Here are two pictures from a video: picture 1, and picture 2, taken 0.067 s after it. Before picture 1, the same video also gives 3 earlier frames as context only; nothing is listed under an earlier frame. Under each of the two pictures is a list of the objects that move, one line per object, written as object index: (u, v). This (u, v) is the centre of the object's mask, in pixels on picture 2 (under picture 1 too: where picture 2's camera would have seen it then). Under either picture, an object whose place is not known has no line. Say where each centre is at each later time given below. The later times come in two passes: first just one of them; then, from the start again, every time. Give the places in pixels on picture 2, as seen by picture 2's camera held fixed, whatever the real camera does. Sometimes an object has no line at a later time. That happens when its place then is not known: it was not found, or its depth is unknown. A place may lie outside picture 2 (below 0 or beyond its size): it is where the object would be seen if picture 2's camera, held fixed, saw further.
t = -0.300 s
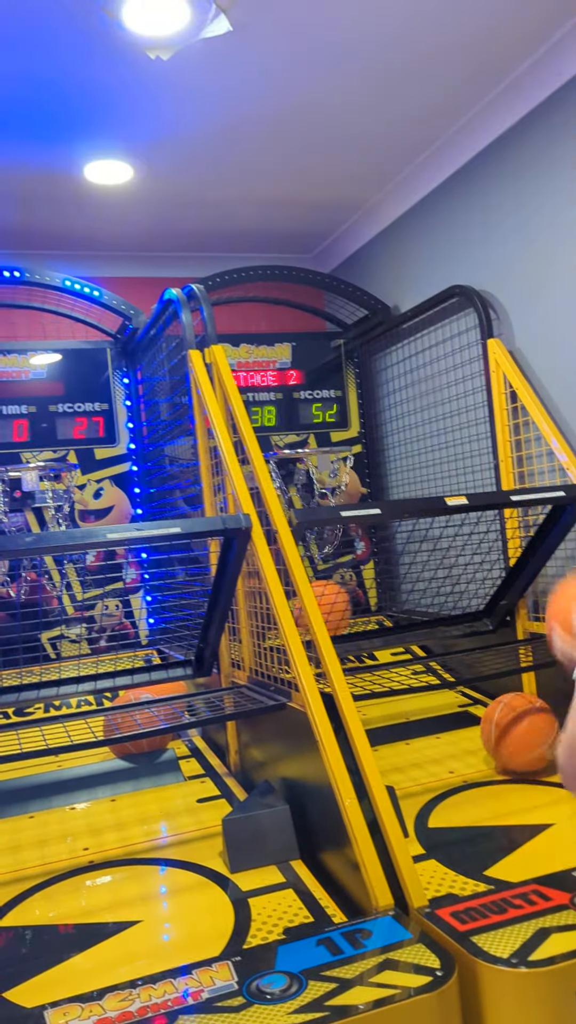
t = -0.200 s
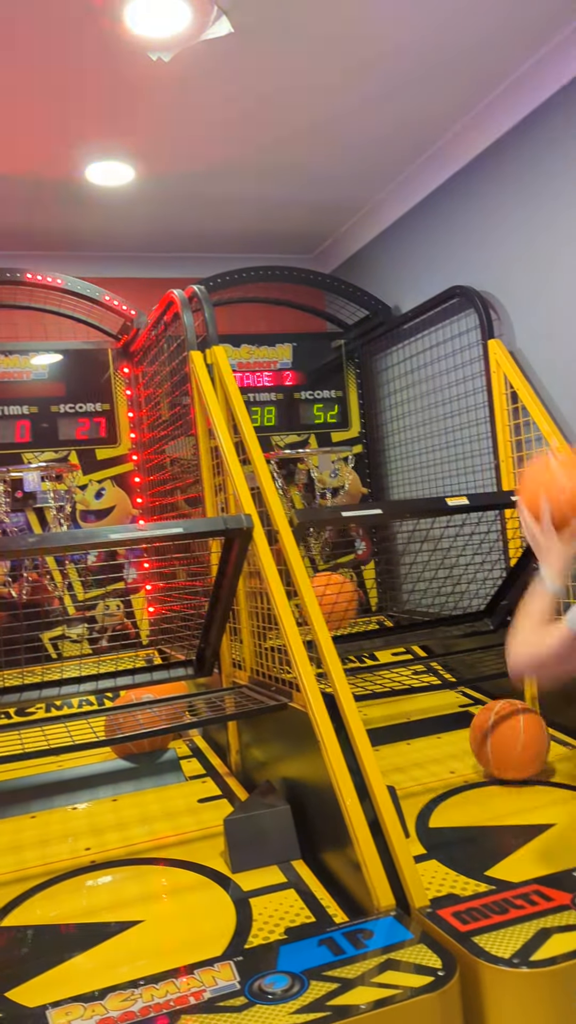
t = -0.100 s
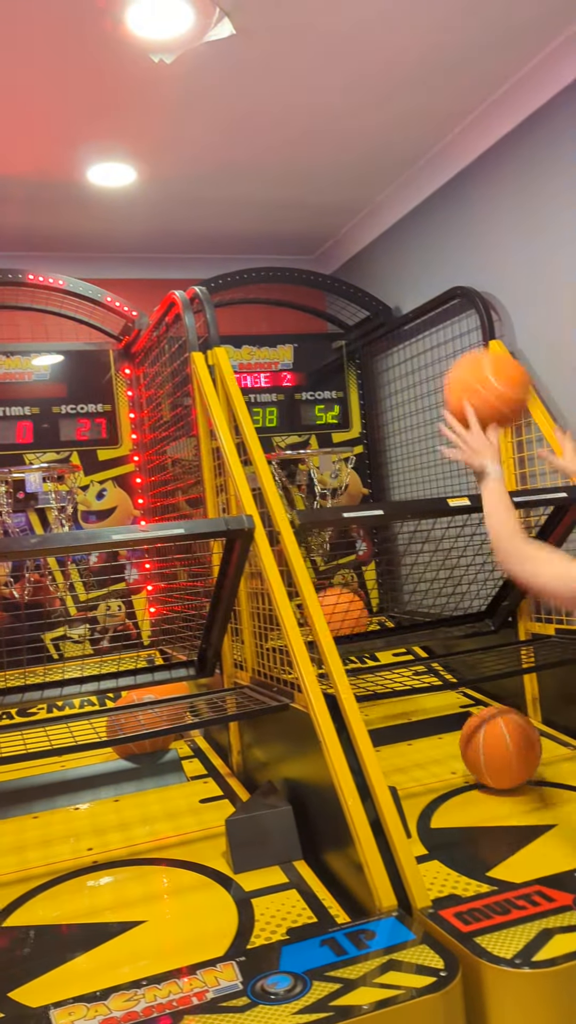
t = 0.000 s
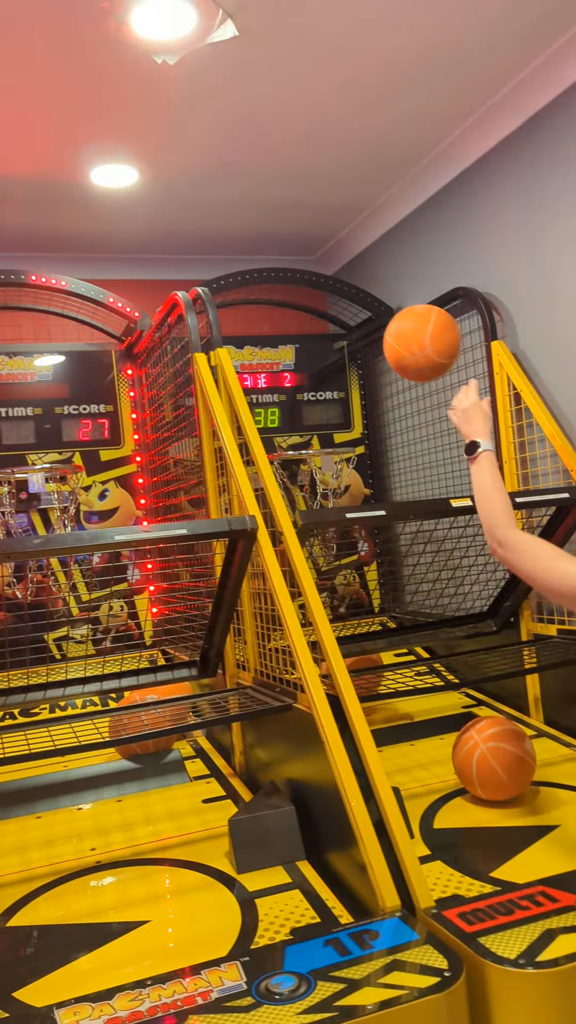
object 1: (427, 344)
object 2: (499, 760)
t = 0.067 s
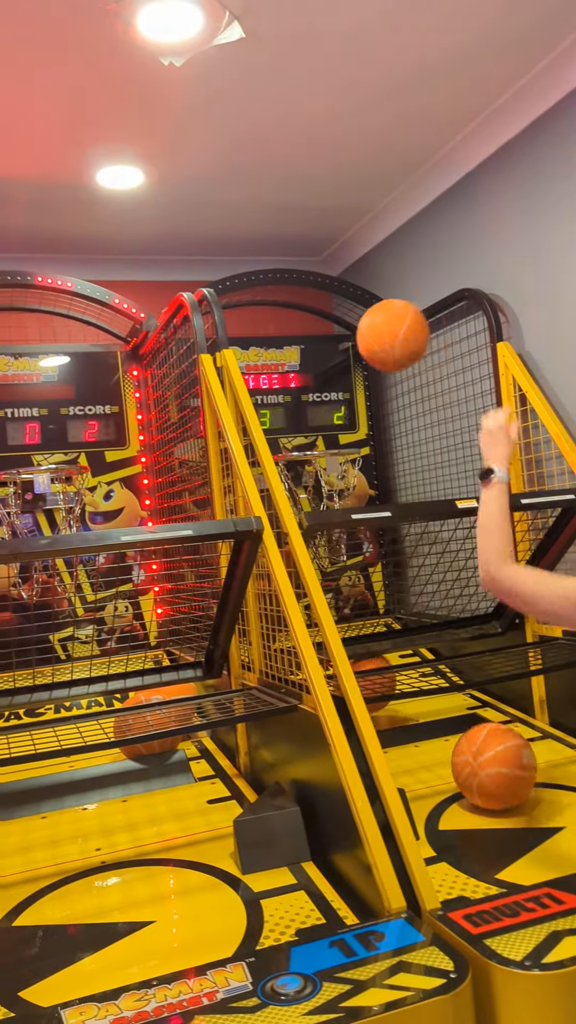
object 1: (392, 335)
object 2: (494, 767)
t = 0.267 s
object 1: (319, 385)
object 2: (481, 790)
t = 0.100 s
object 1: (378, 336)
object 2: (491, 770)
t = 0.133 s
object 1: (364, 340)
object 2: (489, 773)
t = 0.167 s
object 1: (351, 348)
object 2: (486, 777)
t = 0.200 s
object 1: (339, 358)
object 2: (484, 781)
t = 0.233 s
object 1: (329, 370)
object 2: (482, 785)
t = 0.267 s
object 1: (319, 385)
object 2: (481, 790)
